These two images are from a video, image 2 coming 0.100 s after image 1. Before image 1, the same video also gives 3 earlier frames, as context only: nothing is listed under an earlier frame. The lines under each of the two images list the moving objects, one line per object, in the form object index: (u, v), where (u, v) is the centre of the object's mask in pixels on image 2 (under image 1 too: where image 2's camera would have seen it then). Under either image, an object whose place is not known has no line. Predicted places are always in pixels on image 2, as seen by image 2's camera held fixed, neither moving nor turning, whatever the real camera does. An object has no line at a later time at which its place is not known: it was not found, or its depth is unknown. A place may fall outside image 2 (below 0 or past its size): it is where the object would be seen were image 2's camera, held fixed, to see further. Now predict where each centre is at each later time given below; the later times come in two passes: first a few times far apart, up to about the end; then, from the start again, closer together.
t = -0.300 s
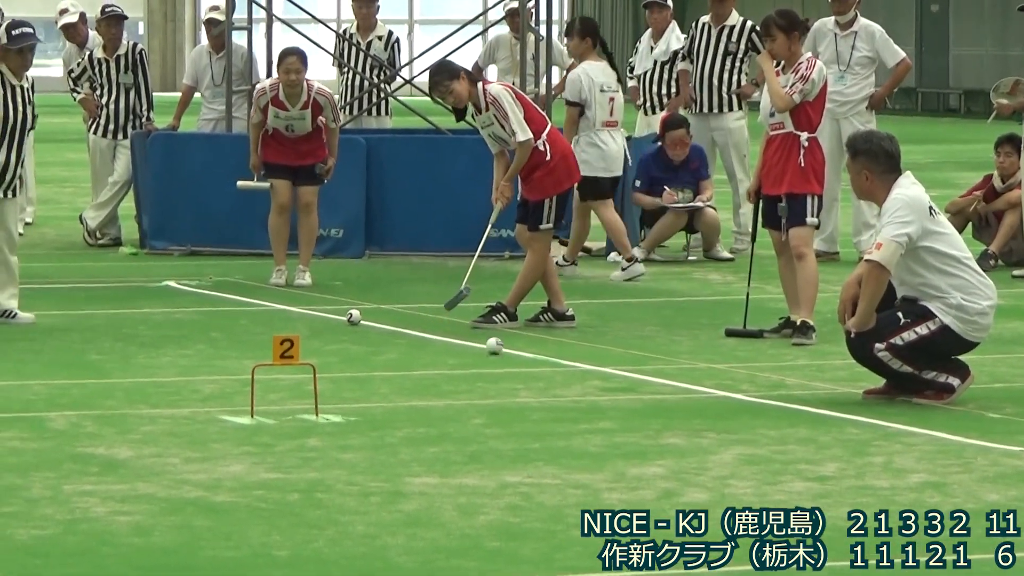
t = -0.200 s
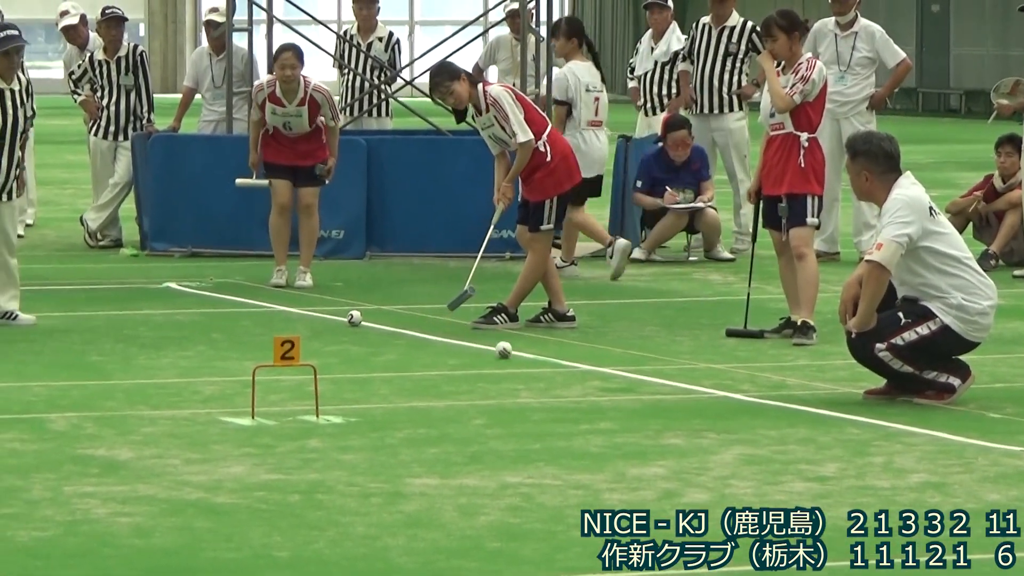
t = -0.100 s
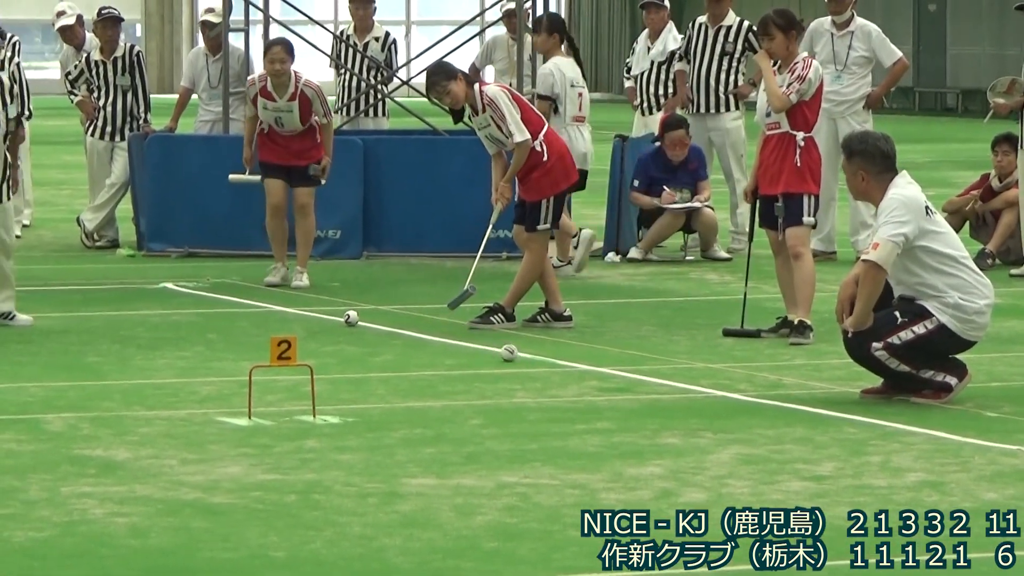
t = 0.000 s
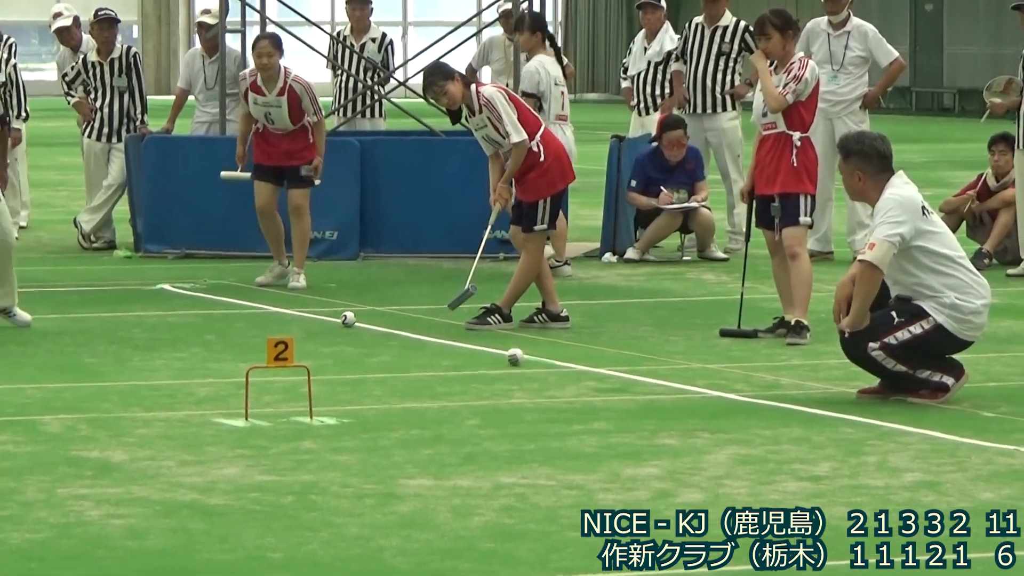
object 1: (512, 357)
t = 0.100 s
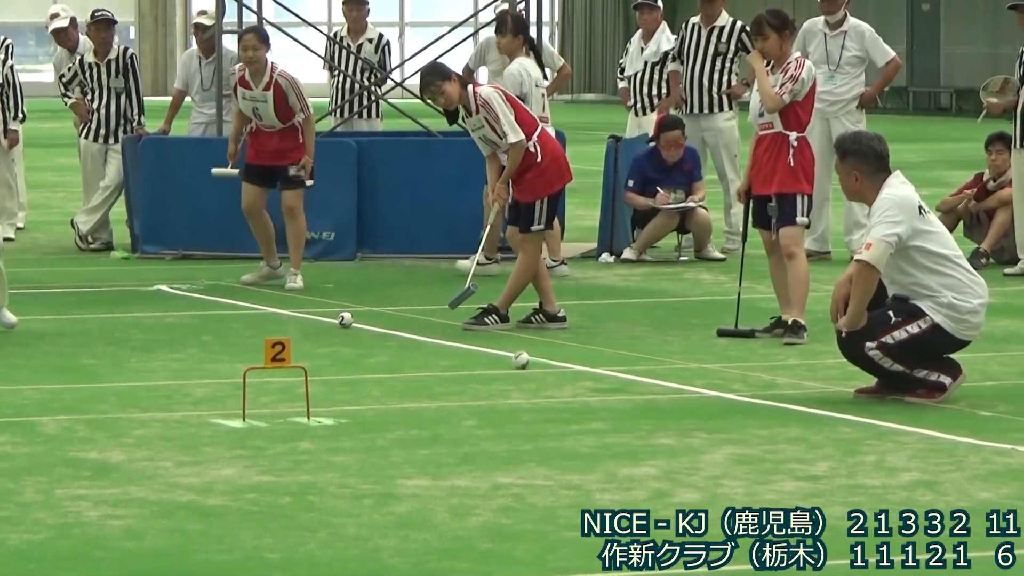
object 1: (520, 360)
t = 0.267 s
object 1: (535, 365)
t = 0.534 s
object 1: (556, 373)
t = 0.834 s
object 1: (579, 380)
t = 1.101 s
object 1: (596, 388)
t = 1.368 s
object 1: (613, 394)
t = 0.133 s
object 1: (523, 361)
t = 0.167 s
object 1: (526, 362)
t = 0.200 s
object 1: (529, 363)
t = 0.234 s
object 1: (532, 364)
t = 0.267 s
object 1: (535, 365)
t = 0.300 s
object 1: (537, 366)
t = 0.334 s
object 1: (540, 367)
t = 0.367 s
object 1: (543, 368)
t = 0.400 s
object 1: (546, 369)
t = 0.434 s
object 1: (547, 371)
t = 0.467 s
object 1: (551, 371)
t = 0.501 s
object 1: (554, 372)
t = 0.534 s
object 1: (556, 373)
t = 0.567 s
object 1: (559, 374)
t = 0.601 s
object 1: (562, 375)
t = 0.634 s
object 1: (564, 376)
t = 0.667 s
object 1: (567, 377)
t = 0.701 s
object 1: (570, 377)
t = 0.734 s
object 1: (571, 378)
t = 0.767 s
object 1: (573, 379)
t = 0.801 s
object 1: (576, 380)
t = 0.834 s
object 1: (579, 380)
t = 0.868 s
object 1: (581, 382)
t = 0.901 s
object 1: (583, 382)
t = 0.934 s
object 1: (585, 384)
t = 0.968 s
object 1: (588, 384)
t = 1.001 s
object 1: (590, 385)
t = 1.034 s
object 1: (593, 386)
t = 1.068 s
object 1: (594, 387)
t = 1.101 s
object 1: (596, 388)
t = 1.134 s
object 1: (598, 389)
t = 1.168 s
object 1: (600, 389)
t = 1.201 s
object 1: (602, 391)
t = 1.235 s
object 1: (605, 391)
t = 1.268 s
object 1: (607, 392)
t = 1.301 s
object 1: (609, 392)
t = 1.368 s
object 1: (613, 394)
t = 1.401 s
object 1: (615, 394)
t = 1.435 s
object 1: (617, 395)
